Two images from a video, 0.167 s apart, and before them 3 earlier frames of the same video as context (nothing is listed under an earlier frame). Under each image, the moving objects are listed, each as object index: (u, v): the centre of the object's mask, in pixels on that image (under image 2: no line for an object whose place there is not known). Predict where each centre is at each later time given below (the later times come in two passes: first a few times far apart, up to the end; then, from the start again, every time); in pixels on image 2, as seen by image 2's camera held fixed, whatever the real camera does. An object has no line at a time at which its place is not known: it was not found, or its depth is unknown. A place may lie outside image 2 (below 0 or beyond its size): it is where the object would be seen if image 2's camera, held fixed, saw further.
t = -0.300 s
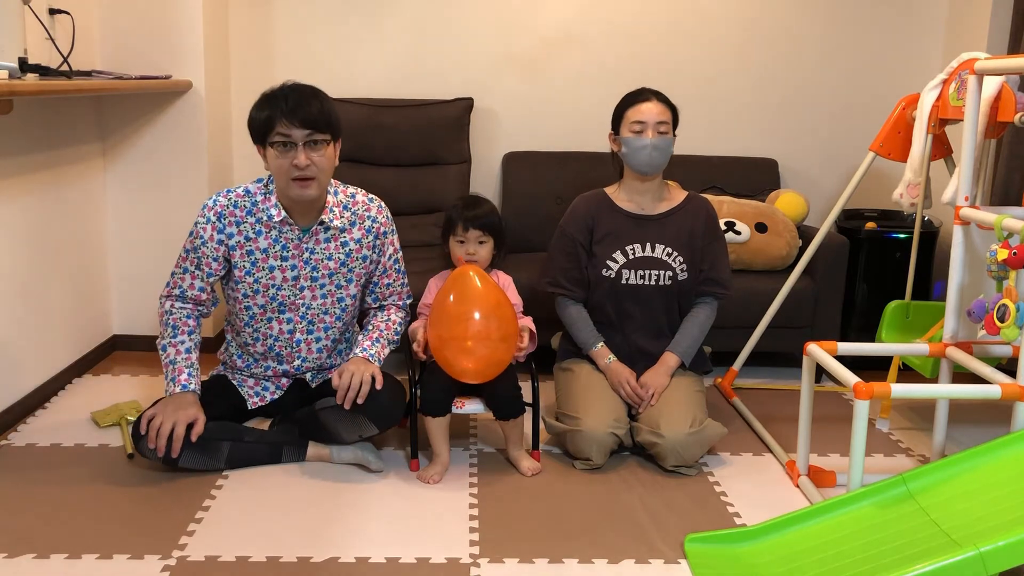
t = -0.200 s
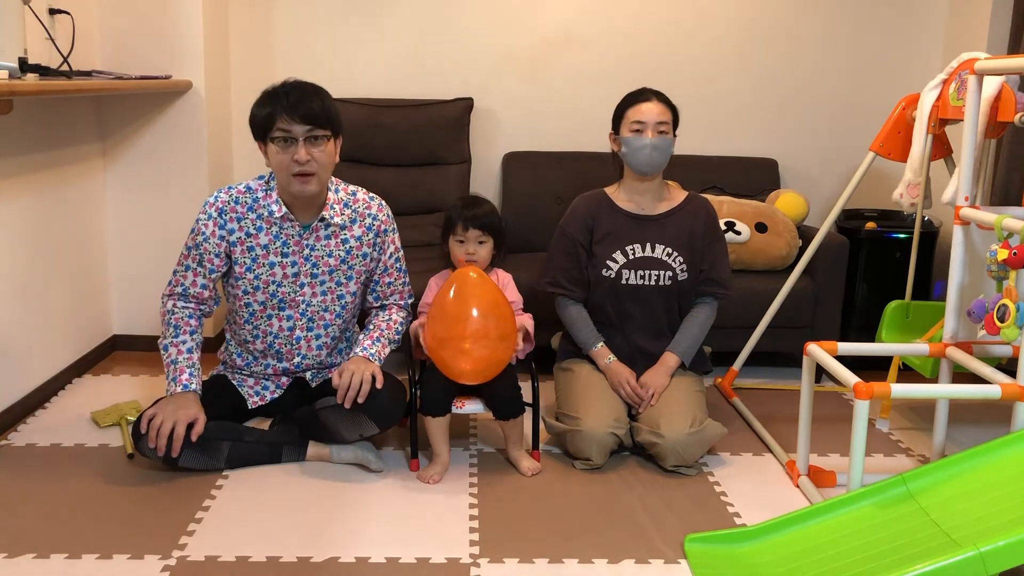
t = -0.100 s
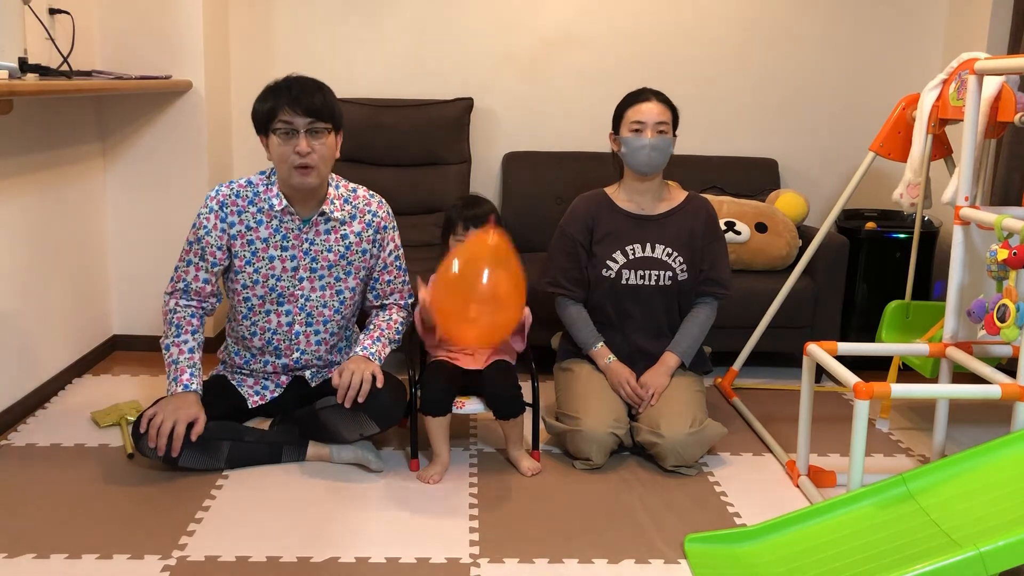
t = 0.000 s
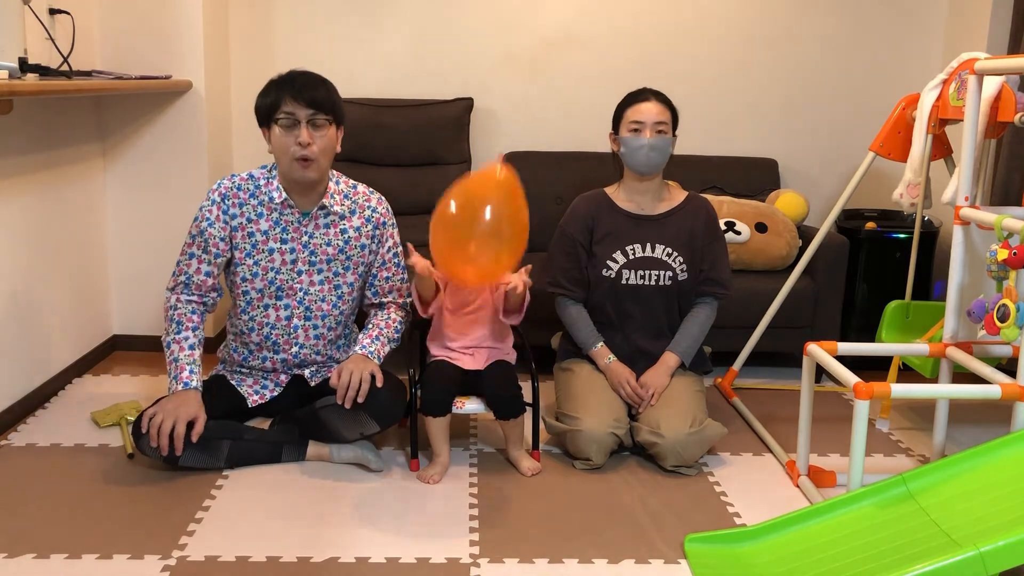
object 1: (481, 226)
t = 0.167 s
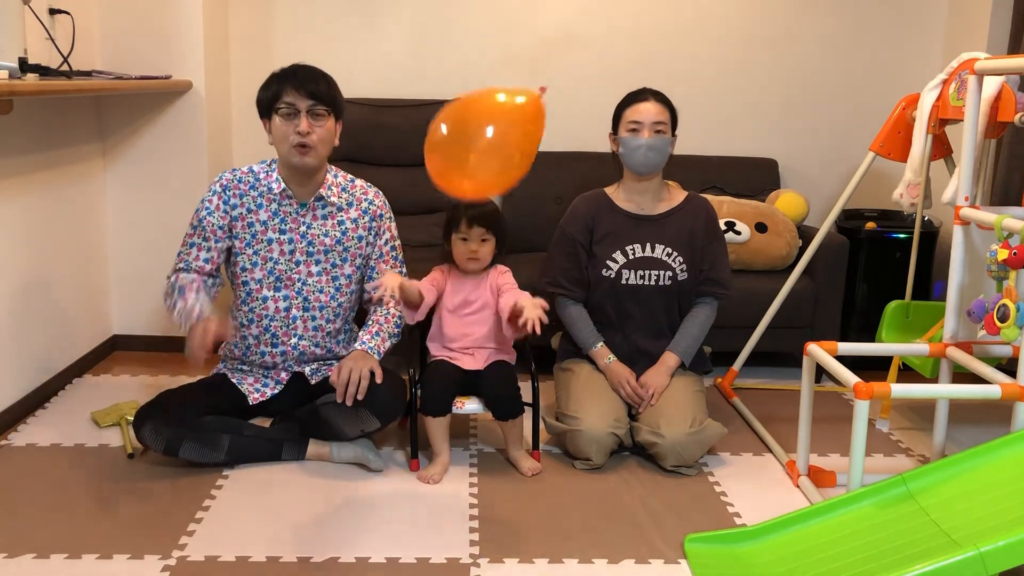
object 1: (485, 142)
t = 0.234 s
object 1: (487, 116)
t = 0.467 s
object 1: (496, 64)
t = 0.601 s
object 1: (499, 59)
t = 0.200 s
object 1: (486, 129)
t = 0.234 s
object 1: (487, 116)
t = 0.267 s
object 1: (488, 105)
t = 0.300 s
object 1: (489, 95)
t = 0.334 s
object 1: (491, 86)
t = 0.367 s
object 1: (492, 78)
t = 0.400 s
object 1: (494, 72)
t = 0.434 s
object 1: (495, 67)
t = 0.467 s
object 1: (496, 64)
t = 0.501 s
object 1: (497, 62)
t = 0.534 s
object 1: (498, 61)
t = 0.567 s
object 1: (499, 59)
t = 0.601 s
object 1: (499, 59)
